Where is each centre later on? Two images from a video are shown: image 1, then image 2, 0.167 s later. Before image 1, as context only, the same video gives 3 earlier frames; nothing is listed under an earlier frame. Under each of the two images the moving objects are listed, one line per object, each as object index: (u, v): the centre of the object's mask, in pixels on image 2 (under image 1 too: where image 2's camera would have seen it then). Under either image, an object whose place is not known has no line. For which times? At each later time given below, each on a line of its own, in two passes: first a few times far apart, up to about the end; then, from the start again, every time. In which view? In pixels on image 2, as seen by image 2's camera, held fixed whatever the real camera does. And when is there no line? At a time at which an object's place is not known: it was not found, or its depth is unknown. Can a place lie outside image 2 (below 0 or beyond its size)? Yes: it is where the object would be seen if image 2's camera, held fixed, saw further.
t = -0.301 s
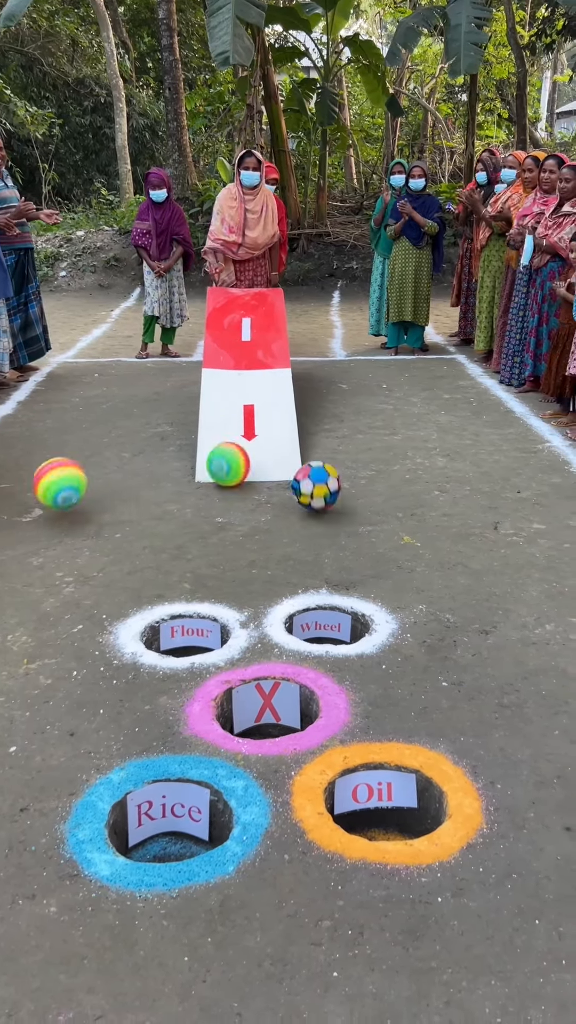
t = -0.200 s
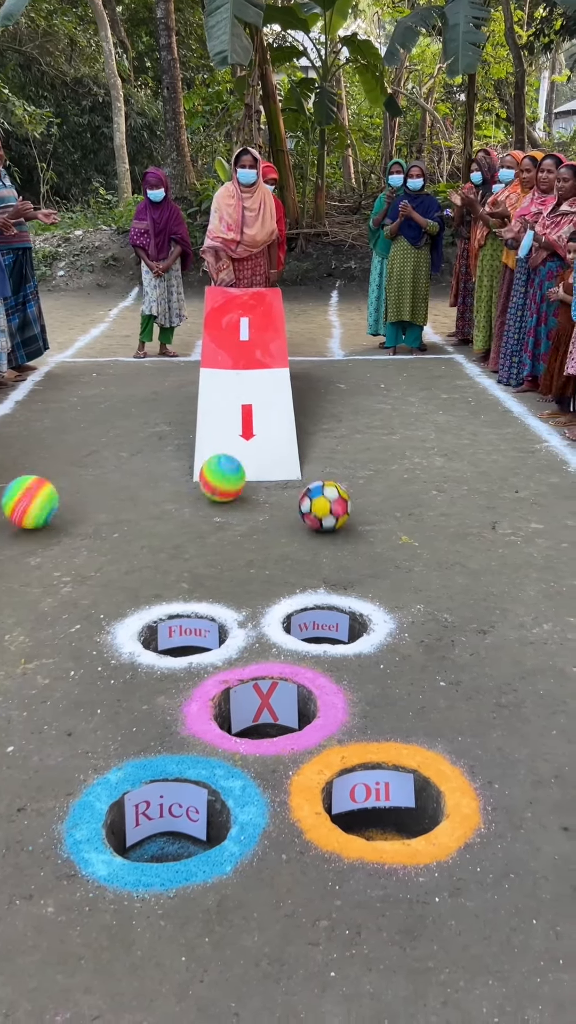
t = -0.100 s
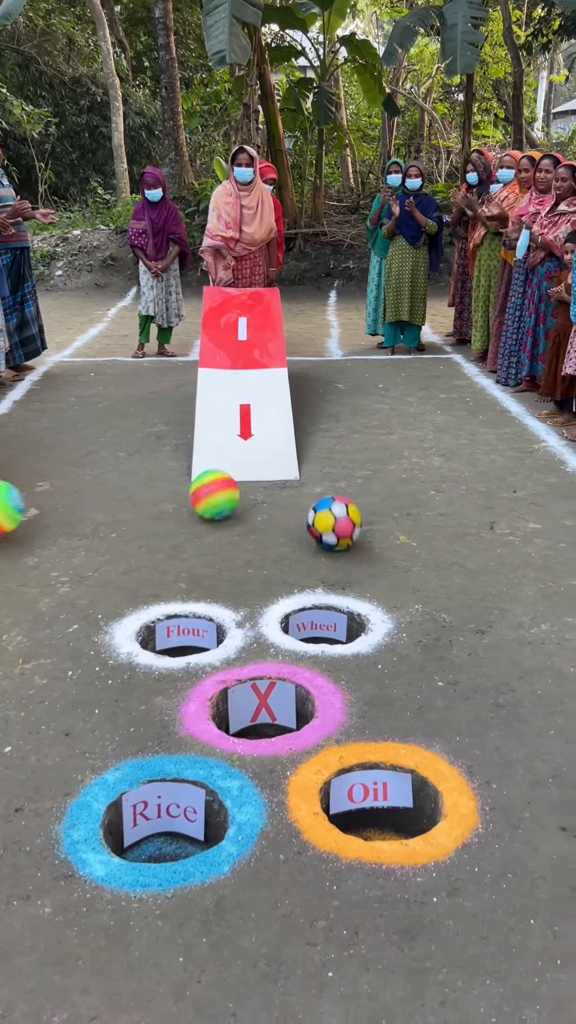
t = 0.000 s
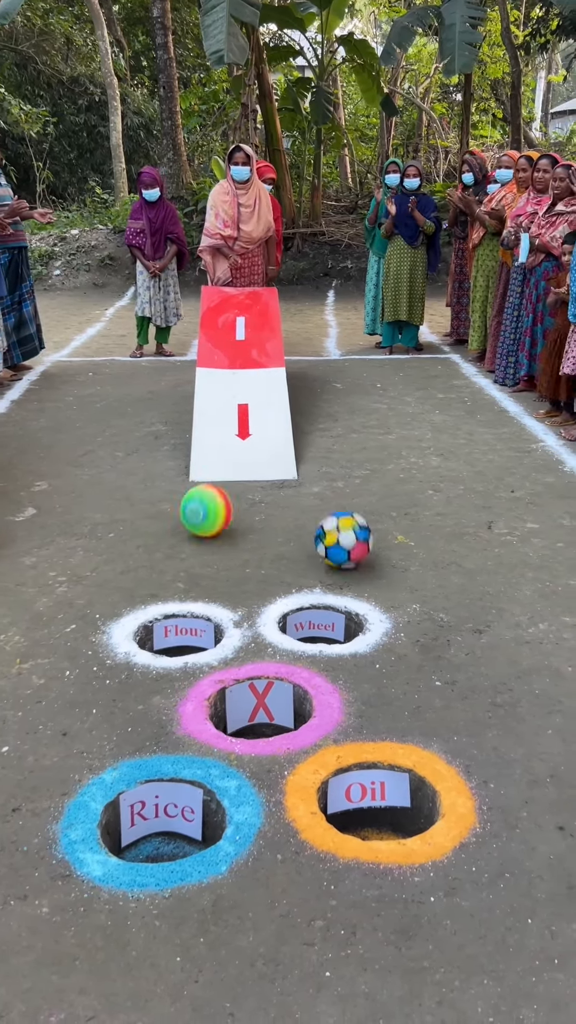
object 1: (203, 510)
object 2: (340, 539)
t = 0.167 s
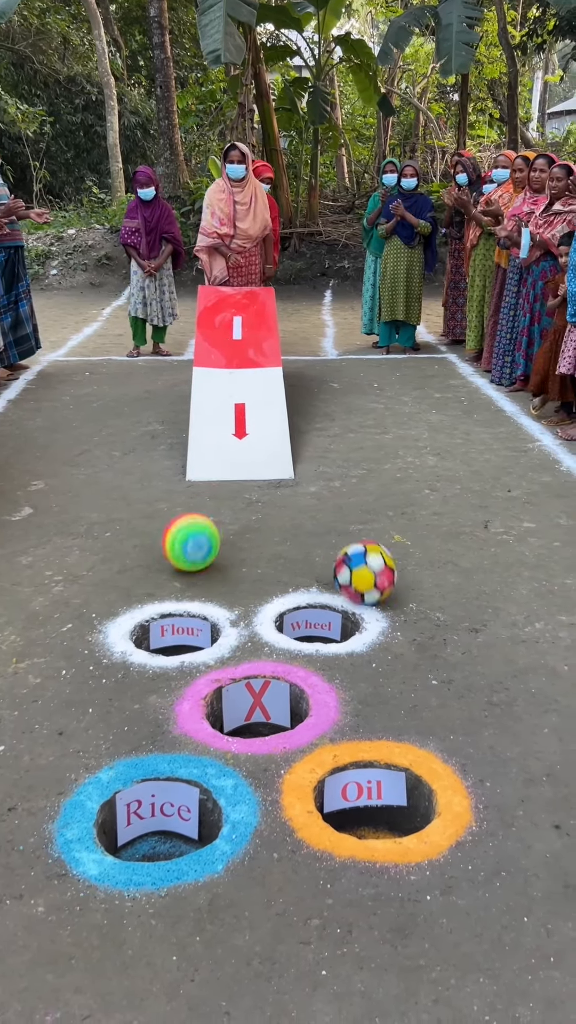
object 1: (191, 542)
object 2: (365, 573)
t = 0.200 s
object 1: (187, 549)
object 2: (371, 578)
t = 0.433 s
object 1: (166, 609)
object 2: (418, 630)
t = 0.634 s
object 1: (204, 563)
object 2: (473, 684)
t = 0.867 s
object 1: (259, 592)
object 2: (547, 751)
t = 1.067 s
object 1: (284, 568)
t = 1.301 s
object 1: (329, 608)
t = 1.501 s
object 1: (300, 586)
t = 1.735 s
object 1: (289, 588)
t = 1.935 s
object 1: (306, 611)
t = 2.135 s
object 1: (327, 629)
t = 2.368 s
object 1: (310, 630)
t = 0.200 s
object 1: (187, 549)
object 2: (371, 578)
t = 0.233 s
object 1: (184, 555)
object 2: (378, 583)
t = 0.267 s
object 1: (181, 563)
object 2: (385, 590)
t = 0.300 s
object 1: (178, 570)
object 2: (391, 600)
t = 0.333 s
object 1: (175, 576)
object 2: (398, 606)
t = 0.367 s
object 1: (172, 584)
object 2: (404, 613)
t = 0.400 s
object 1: (169, 595)
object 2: (411, 623)
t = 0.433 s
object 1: (166, 609)
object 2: (418, 630)
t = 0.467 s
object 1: (163, 622)
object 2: (425, 638)
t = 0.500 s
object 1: (171, 606)
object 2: (434, 649)
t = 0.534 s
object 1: (180, 590)
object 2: (443, 656)
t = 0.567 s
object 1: (188, 579)
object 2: (452, 664)
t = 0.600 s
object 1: (196, 569)
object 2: (462, 677)
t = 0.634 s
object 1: (204, 563)
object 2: (473, 684)
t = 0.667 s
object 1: (212, 559)
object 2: (485, 692)
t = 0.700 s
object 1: (220, 558)
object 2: (496, 701)
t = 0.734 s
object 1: (229, 560)
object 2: (506, 715)
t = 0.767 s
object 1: (237, 564)
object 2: (517, 723)
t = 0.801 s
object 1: (245, 571)
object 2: (528, 730)
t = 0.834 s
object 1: (252, 580)
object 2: (539, 739)
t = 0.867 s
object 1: (259, 592)
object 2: (547, 751)
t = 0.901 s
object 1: (264, 591)
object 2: (553, 765)
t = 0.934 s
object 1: (269, 581)
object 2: (560, 772)
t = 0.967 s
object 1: (272, 573)
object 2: (566, 781)
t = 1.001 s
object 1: (276, 569)
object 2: (572, 794)
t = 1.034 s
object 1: (280, 567)
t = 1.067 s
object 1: (284, 568)
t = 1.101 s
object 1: (288, 572)
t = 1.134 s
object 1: (292, 578)
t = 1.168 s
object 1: (296, 588)
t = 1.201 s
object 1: (299, 600)
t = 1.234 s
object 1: (305, 608)
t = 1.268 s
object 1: (317, 606)
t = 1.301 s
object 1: (329, 608)
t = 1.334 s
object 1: (334, 605)
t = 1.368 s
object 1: (326, 596)
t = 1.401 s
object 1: (319, 590)
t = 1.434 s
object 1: (312, 587)
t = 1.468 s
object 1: (304, 587)
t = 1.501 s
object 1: (300, 586)
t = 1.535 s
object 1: (297, 582)
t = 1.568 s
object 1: (293, 582)
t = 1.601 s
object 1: (290, 584)
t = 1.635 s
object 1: (288, 587)
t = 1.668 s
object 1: (288, 585)
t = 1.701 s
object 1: (288, 585)
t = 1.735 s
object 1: (289, 588)
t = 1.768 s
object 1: (289, 591)
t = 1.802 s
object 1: (292, 592)
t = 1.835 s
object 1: (294, 595)
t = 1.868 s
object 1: (296, 601)
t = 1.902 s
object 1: (301, 606)
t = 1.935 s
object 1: (306, 611)
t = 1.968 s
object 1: (312, 617)
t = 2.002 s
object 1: (316, 623)
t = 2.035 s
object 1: (320, 629)
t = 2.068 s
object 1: (323, 633)
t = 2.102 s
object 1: (327, 633)
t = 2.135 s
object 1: (327, 629)
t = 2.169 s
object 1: (324, 627)
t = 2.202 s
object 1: (321, 625)
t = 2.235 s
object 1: (317, 625)
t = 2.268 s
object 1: (313, 626)
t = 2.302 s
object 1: (309, 627)
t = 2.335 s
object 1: (309, 631)
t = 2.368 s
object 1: (310, 630)
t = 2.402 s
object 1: (310, 630)
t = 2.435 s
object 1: (311, 631)
